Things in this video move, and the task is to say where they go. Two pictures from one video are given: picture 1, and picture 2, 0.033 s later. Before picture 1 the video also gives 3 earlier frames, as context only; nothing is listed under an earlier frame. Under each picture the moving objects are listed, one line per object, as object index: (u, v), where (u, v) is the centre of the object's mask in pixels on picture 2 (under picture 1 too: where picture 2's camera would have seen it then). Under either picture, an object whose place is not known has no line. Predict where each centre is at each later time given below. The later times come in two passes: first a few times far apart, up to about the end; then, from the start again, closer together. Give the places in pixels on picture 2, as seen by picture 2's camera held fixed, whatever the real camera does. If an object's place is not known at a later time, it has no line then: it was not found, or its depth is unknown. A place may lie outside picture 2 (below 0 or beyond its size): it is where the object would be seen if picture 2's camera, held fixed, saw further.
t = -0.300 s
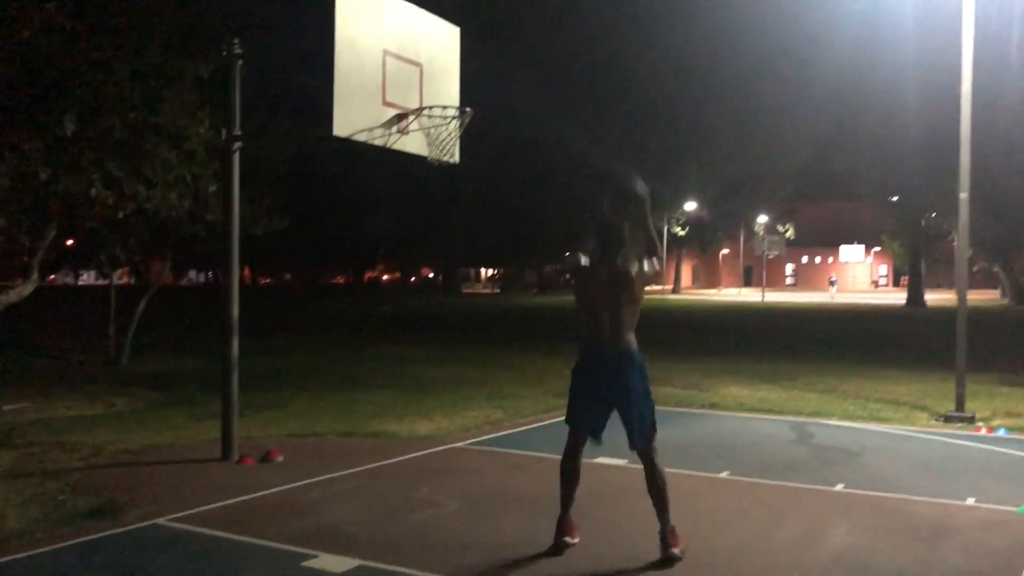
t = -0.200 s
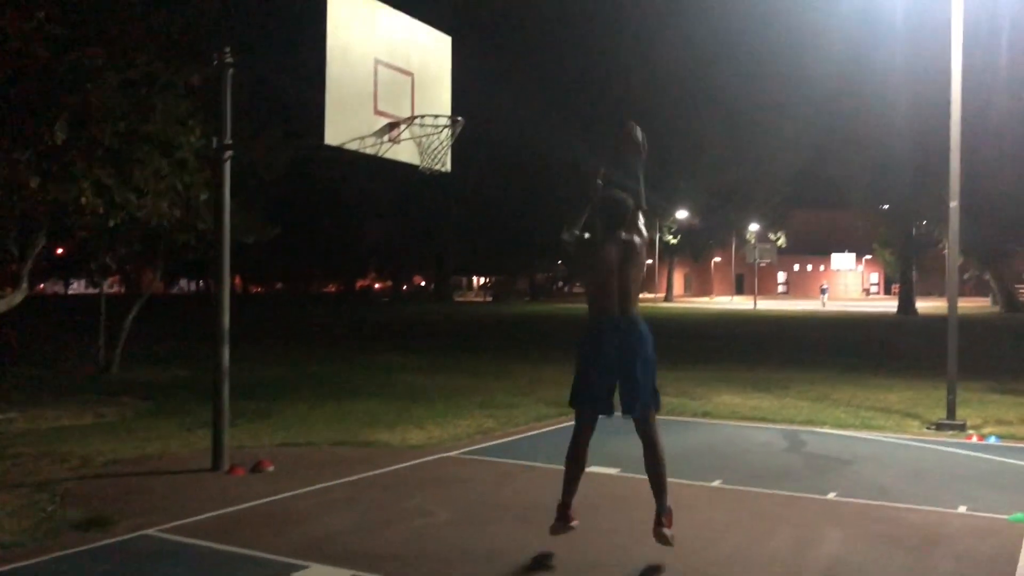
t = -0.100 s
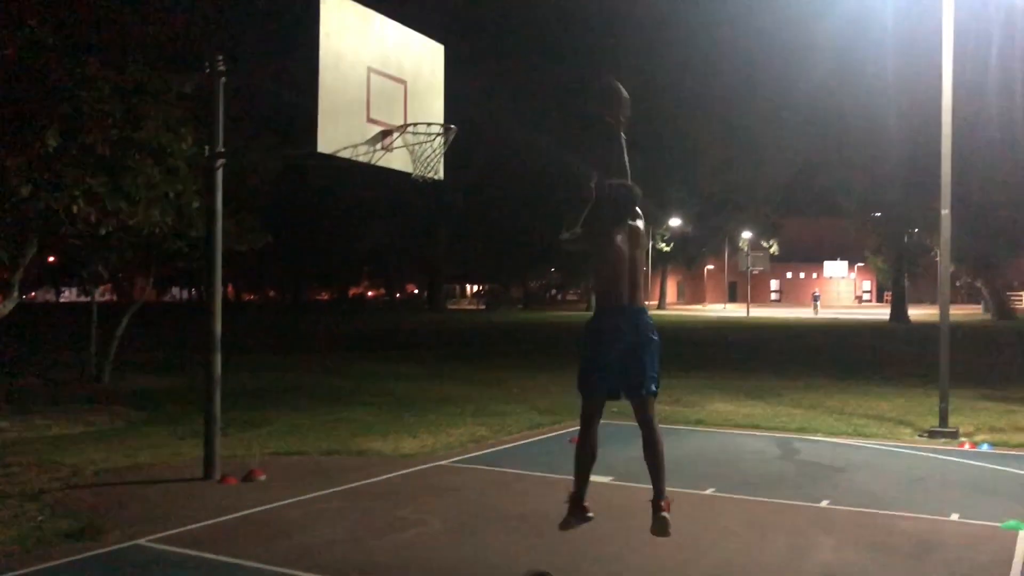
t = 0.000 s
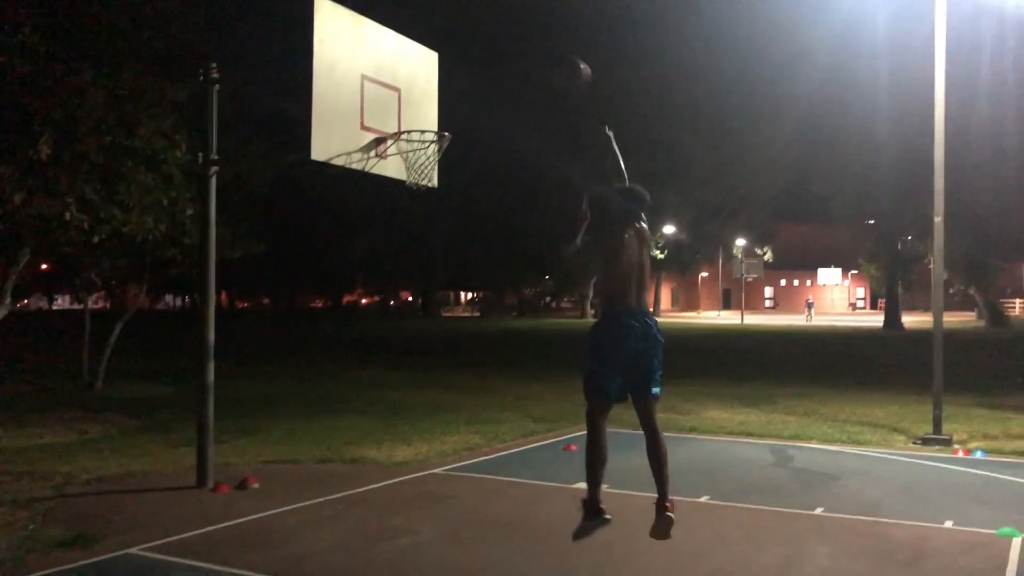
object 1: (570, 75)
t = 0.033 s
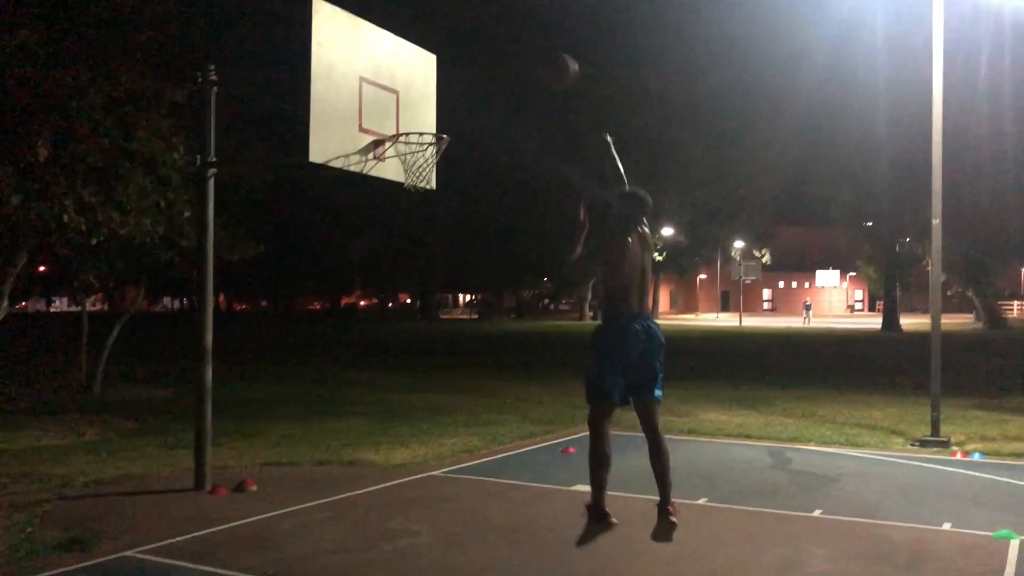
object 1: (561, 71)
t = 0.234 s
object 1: (503, 63)
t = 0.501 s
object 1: (434, 126)
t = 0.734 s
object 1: (409, 174)
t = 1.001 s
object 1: (422, 223)
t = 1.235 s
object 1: (433, 336)
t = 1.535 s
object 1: (442, 463)
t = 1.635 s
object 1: (457, 402)
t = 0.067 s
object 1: (550, 66)
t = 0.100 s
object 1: (537, 61)
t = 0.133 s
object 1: (528, 60)
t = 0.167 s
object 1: (520, 59)
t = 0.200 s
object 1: (509, 61)
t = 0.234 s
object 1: (503, 63)
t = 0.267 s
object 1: (497, 67)
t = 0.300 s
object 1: (487, 72)
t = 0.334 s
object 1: (477, 79)
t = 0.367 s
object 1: (465, 87)
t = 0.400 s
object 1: (456, 95)
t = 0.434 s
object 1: (450, 106)
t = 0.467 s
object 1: (443, 116)
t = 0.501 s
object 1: (434, 126)
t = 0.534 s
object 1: (427, 136)
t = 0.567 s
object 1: (419, 147)
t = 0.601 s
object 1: (414, 155)
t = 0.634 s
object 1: (411, 162)
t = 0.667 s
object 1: (409, 168)
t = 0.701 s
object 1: (408, 171)
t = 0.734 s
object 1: (409, 174)
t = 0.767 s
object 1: (410, 174)
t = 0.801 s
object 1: (411, 177)
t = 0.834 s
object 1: (413, 182)
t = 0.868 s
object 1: (416, 188)
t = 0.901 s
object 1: (415, 196)
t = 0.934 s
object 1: (418, 202)
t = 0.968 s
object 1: (418, 212)
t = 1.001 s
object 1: (422, 223)
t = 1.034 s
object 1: (422, 237)
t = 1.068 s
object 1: (425, 249)
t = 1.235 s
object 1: (433, 336)
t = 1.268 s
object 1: (435, 359)
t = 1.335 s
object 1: (431, 414)
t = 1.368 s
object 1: (430, 443)
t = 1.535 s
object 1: (442, 463)
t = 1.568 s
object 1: (448, 441)
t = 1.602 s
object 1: (452, 421)
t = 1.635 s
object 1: (457, 402)
